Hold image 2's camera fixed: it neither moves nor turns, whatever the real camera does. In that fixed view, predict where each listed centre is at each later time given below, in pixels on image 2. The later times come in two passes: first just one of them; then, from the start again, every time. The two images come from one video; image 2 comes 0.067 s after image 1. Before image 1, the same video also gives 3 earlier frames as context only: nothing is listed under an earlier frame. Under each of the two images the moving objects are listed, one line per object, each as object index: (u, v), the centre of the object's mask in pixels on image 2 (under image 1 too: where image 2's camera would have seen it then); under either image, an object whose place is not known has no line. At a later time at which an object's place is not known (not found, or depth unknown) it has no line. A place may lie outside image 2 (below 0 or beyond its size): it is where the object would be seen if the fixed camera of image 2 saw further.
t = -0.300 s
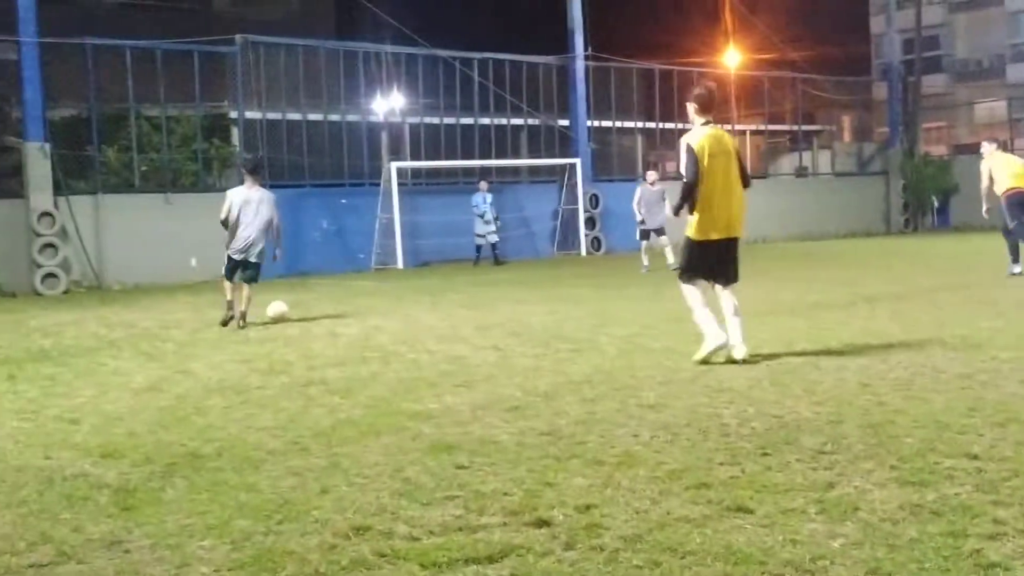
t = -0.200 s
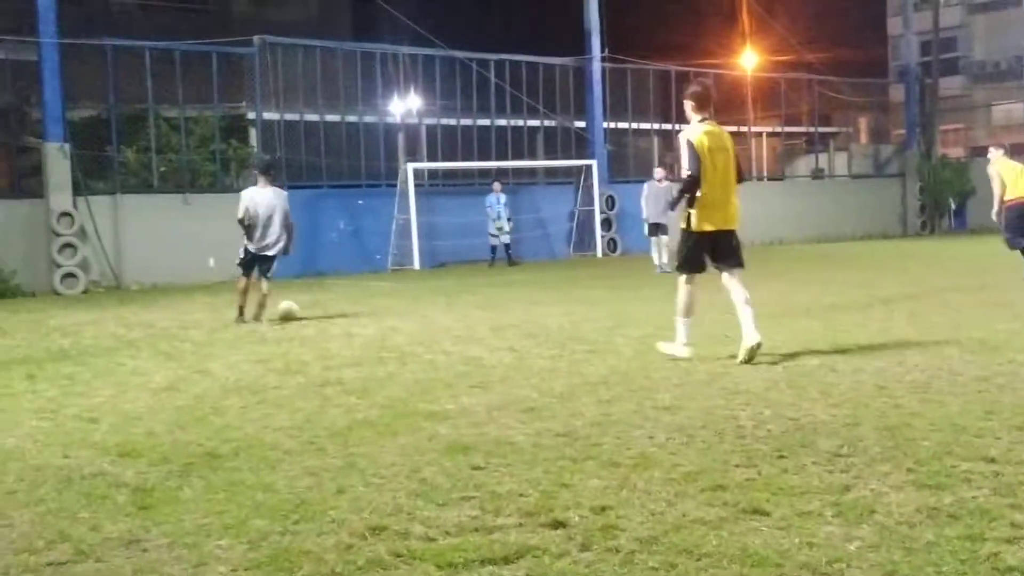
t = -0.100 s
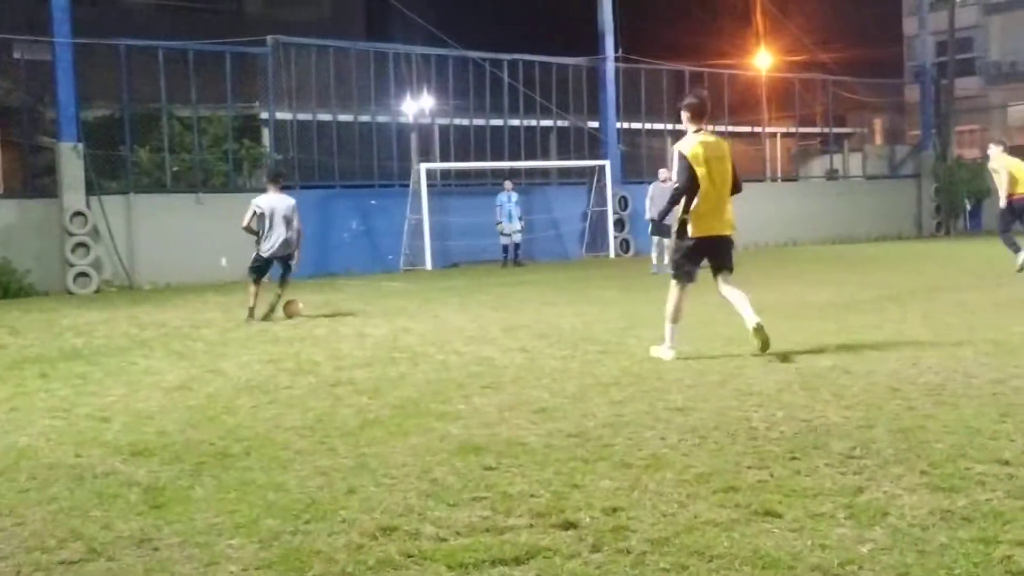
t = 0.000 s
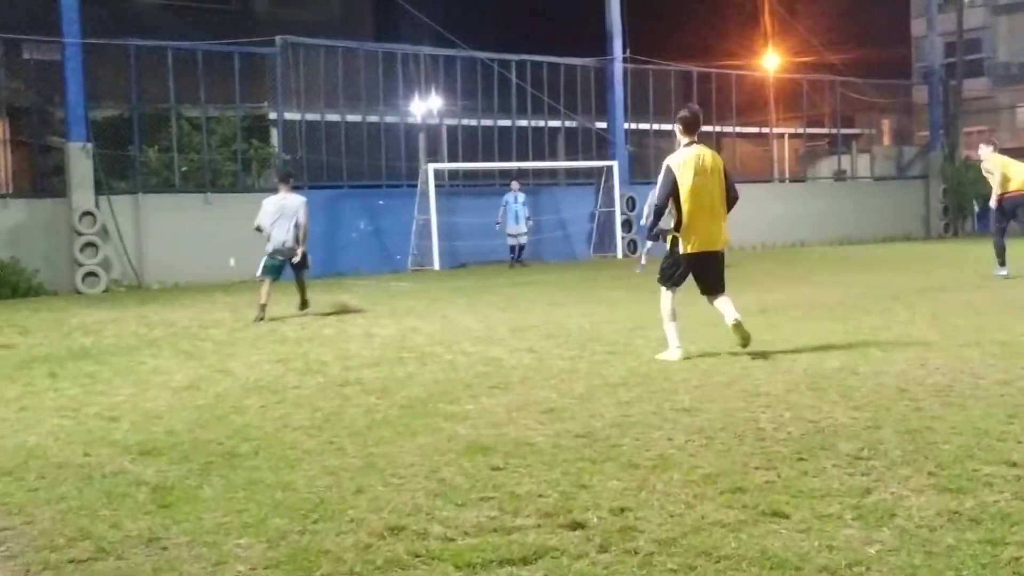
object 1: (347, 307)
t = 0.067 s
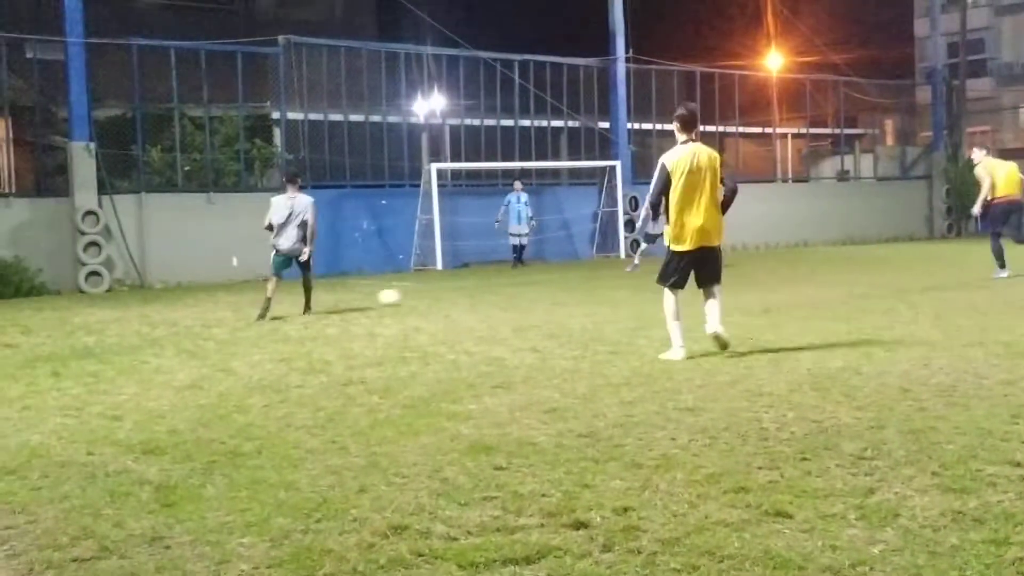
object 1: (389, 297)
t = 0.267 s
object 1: (483, 286)
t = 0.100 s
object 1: (408, 295)
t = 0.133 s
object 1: (425, 294)
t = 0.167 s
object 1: (443, 292)
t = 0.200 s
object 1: (457, 290)
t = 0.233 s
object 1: (470, 288)
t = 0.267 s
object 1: (483, 286)
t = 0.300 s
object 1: (496, 286)
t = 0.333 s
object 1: (508, 285)
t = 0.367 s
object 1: (520, 283)
